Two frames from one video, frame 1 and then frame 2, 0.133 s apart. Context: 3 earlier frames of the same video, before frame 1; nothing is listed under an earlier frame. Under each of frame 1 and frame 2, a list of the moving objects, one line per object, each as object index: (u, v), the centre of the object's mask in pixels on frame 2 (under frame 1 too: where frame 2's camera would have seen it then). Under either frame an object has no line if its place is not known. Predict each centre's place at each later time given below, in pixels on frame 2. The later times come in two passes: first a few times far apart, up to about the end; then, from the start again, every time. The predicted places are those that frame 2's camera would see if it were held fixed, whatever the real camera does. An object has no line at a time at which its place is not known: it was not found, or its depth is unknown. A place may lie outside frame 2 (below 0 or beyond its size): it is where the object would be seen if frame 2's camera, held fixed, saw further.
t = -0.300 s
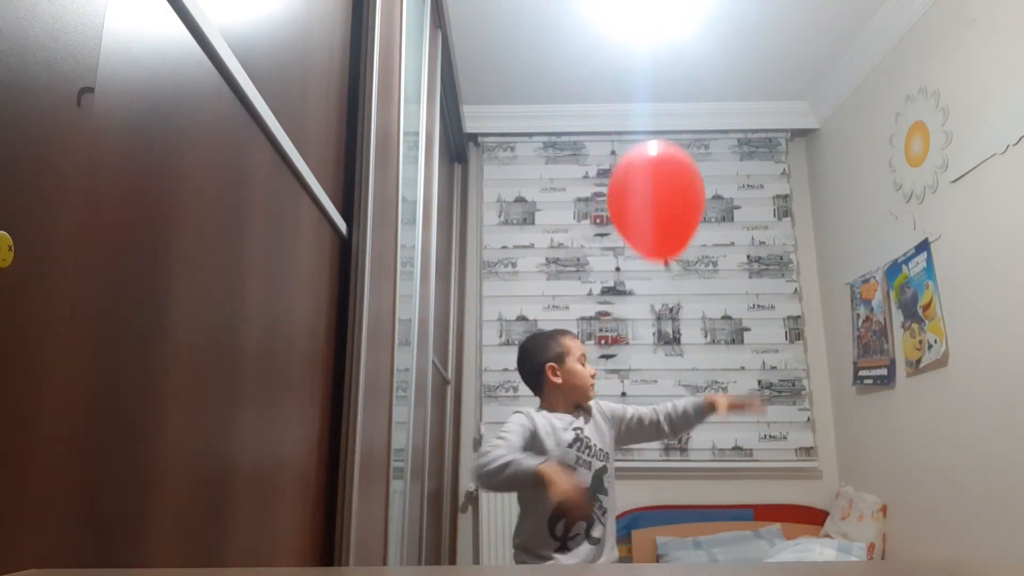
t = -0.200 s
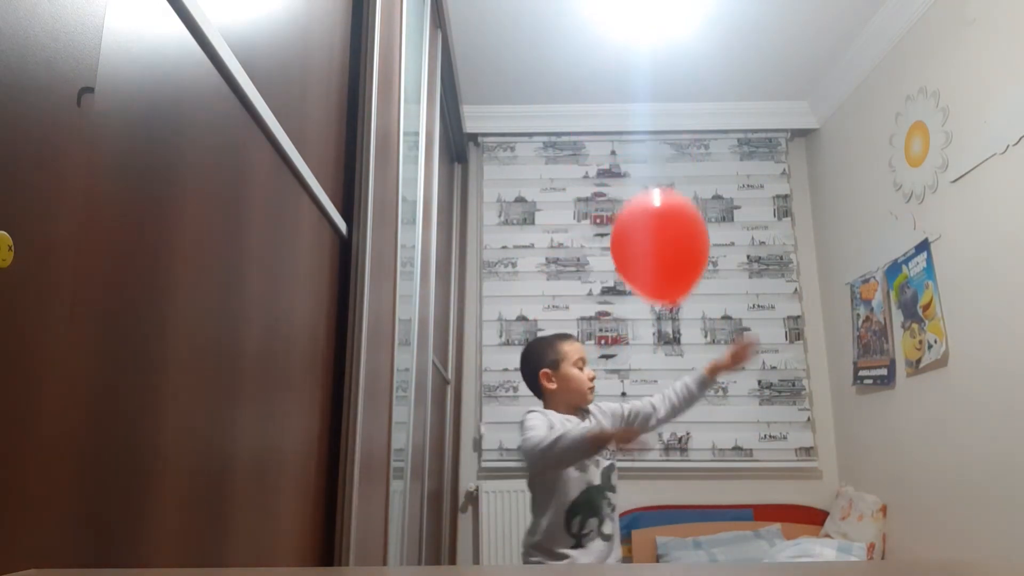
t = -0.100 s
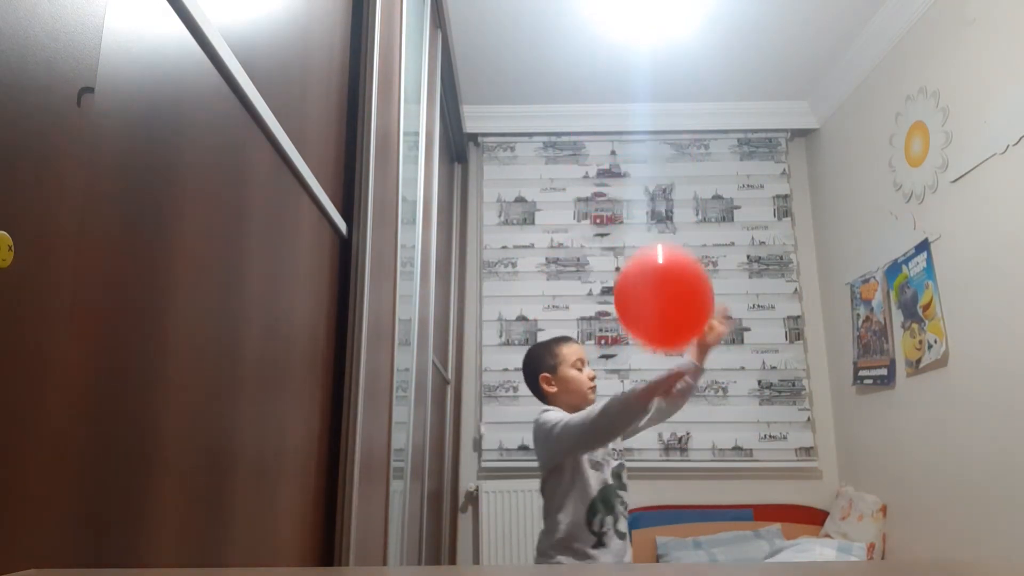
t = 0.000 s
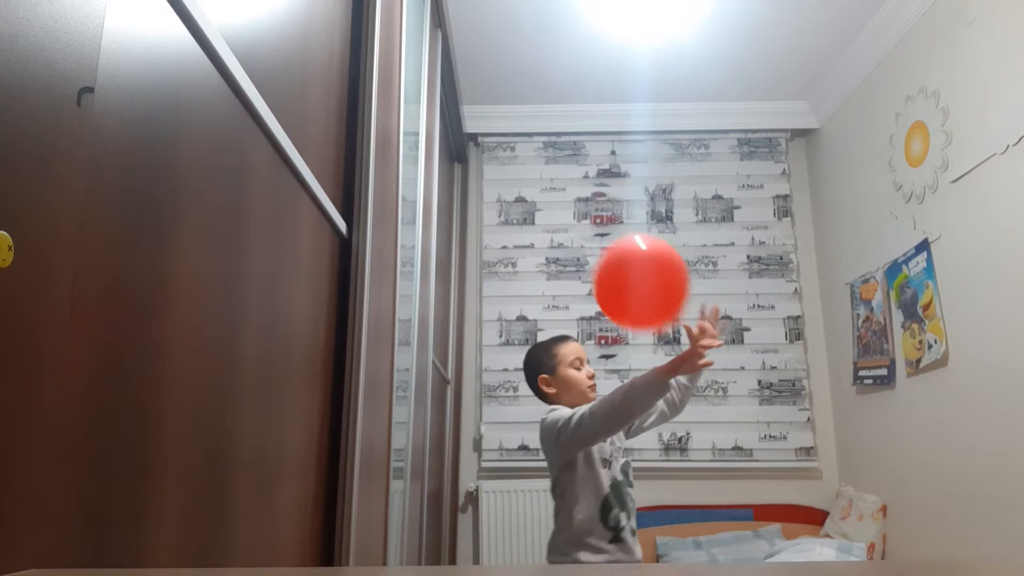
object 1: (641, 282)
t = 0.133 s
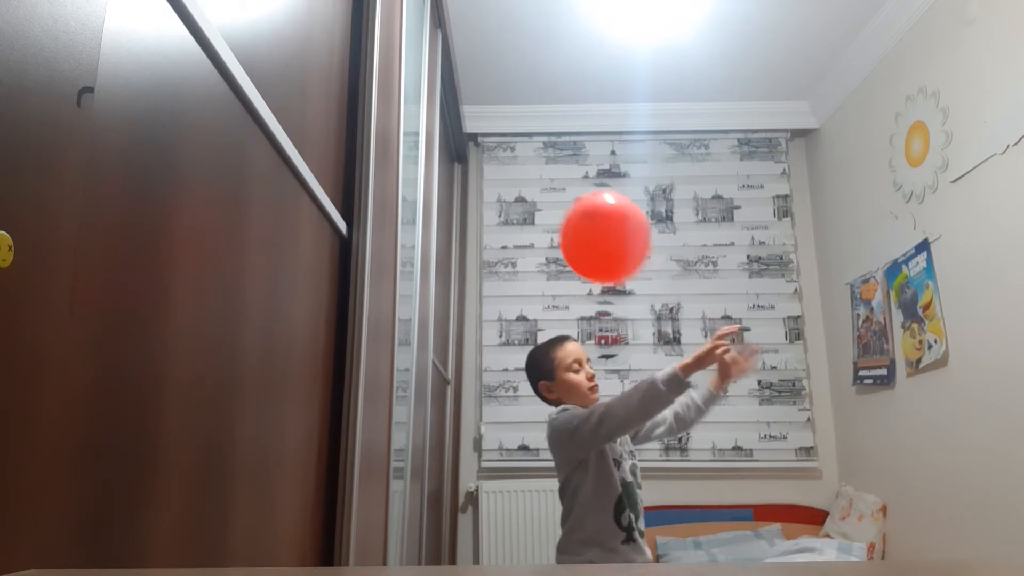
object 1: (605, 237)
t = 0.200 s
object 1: (590, 222)
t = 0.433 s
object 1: (546, 202)
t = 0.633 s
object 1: (516, 220)
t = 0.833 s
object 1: (492, 265)
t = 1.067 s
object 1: (472, 347)
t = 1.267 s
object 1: (463, 444)
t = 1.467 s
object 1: (463, 538)
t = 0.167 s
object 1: (597, 229)
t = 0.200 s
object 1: (590, 222)
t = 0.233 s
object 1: (583, 216)
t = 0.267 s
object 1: (576, 211)
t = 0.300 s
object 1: (570, 207)
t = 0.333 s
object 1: (564, 205)
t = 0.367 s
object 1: (558, 203)
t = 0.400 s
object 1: (552, 202)
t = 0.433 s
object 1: (546, 202)
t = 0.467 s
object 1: (541, 203)
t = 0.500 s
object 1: (536, 205)
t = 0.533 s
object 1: (530, 207)
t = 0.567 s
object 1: (525, 211)
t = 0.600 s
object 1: (521, 215)
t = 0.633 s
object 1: (516, 220)
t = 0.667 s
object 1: (512, 226)
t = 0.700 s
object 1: (507, 232)
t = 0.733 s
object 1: (503, 239)
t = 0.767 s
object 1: (500, 247)
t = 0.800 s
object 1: (496, 256)
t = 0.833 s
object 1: (492, 265)
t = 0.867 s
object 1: (489, 274)
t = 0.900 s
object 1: (485, 285)
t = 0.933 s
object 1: (482, 296)
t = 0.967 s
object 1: (480, 307)
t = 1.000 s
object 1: (477, 320)
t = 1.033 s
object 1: (474, 333)
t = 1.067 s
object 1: (472, 347)
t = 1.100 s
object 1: (470, 361)
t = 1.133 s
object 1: (468, 376)
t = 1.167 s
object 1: (466, 392)
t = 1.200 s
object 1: (465, 409)
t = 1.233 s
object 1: (464, 426)
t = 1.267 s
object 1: (463, 444)
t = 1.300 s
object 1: (463, 463)
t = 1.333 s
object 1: (462, 481)
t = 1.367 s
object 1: (462, 501)
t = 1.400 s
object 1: (462, 517)
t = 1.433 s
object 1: (462, 528)
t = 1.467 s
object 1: (463, 538)
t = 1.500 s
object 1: (463, 546)
